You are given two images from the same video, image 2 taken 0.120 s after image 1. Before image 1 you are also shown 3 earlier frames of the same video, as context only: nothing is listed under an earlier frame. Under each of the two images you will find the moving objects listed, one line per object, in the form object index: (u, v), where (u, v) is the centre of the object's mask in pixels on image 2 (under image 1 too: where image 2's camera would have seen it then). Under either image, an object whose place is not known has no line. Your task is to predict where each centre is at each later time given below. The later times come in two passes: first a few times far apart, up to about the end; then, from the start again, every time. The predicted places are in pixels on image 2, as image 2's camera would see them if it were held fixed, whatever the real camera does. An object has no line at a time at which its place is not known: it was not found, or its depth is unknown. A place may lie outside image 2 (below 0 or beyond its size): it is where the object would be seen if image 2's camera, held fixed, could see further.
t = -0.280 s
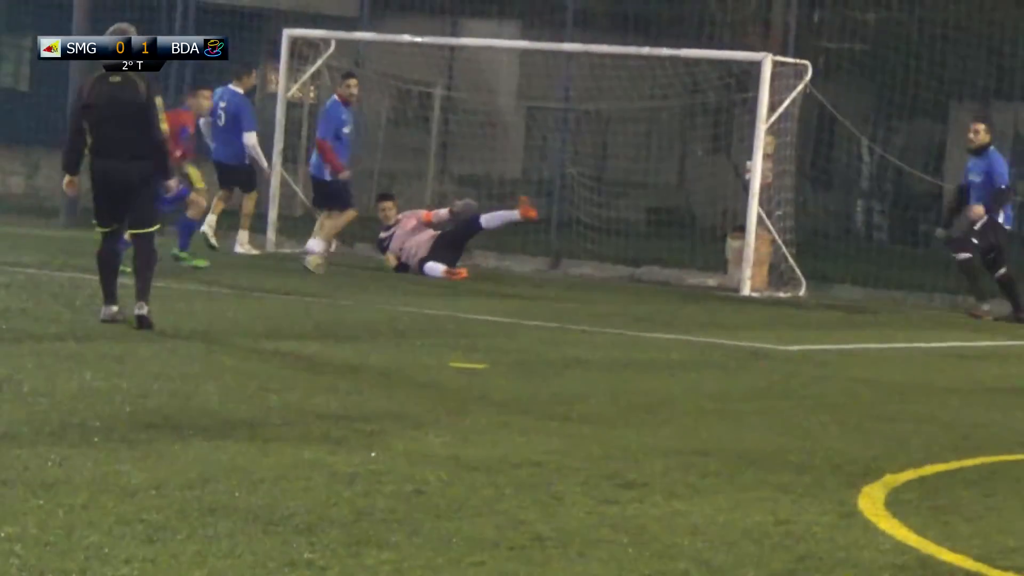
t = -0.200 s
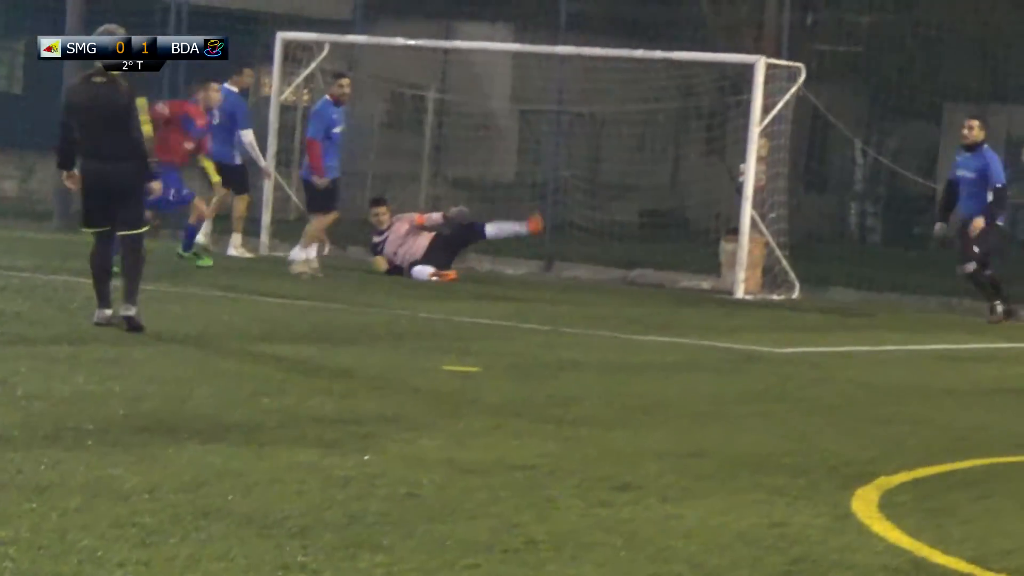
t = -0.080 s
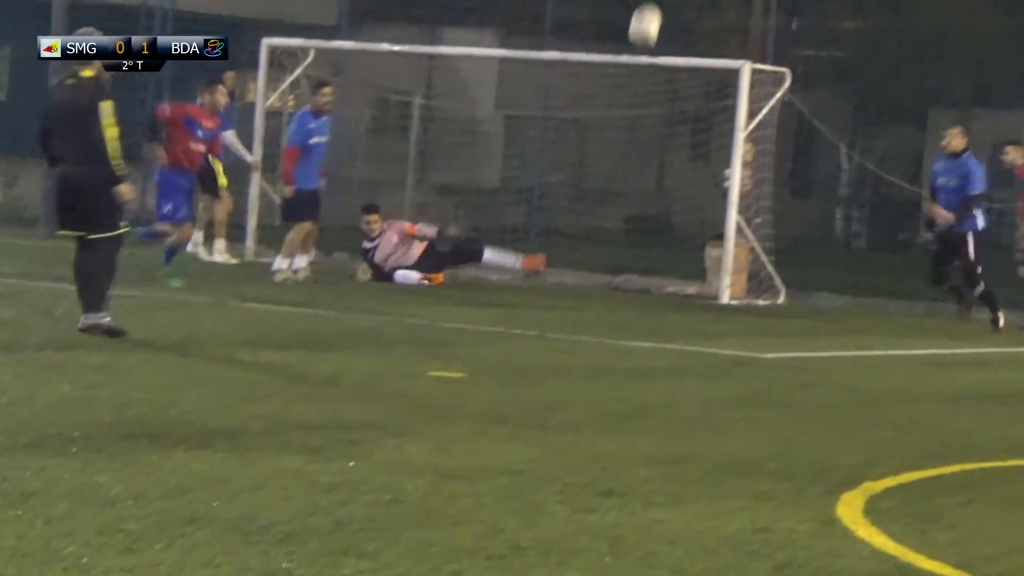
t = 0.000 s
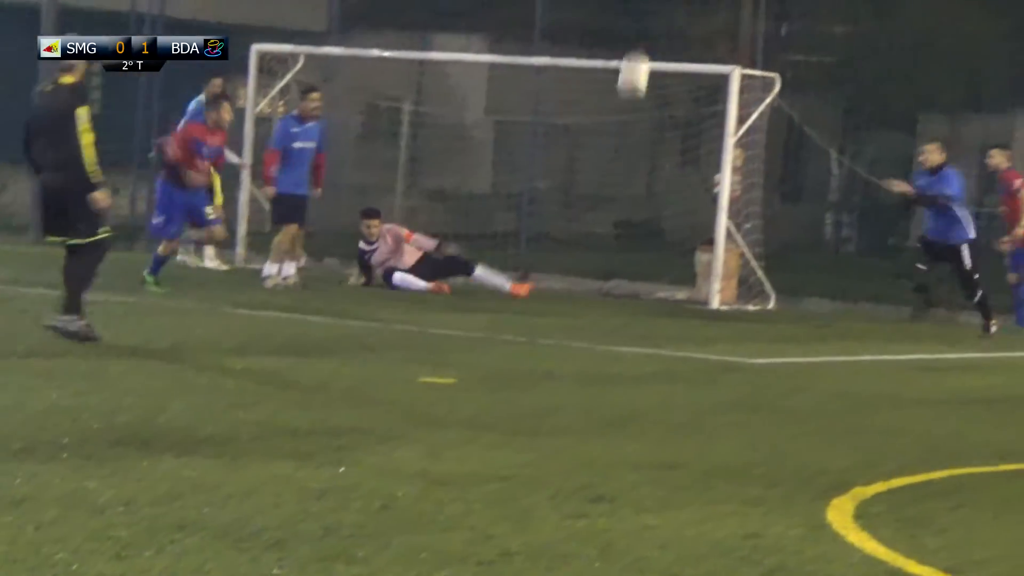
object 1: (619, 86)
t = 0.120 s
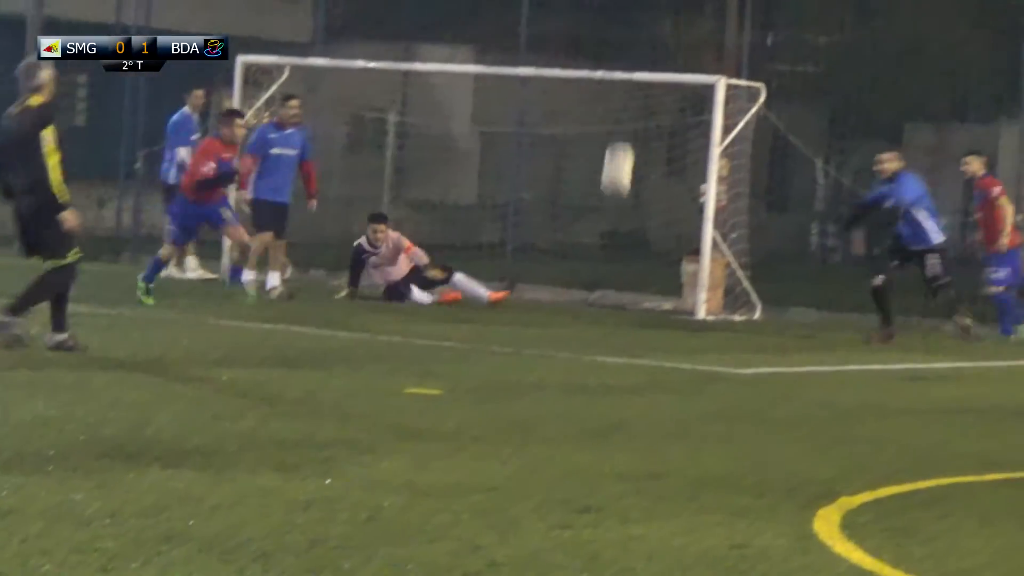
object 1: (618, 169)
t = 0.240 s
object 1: (614, 276)
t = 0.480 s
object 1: (617, 217)
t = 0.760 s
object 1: (622, 125)
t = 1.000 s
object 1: (621, 134)
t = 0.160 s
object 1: (617, 203)
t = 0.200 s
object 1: (615, 239)
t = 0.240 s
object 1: (614, 276)
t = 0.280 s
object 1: (613, 315)
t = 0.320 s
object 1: (612, 318)
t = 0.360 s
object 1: (614, 289)
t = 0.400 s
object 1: (615, 264)
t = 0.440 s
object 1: (616, 240)
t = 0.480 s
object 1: (617, 217)
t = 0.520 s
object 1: (618, 197)
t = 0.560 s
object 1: (620, 180)
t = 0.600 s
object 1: (620, 165)
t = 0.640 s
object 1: (621, 151)
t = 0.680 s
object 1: (621, 140)
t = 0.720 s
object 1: (622, 131)
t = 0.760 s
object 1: (622, 125)
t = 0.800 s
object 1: (623, 120)
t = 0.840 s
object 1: (622, 119)
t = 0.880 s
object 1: (623, 119)
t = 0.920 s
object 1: (622, 122)
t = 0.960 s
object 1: (622, 127)
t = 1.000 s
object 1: (621, 134)
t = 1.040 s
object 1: (621, 145)
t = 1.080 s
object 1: (620, 159)
